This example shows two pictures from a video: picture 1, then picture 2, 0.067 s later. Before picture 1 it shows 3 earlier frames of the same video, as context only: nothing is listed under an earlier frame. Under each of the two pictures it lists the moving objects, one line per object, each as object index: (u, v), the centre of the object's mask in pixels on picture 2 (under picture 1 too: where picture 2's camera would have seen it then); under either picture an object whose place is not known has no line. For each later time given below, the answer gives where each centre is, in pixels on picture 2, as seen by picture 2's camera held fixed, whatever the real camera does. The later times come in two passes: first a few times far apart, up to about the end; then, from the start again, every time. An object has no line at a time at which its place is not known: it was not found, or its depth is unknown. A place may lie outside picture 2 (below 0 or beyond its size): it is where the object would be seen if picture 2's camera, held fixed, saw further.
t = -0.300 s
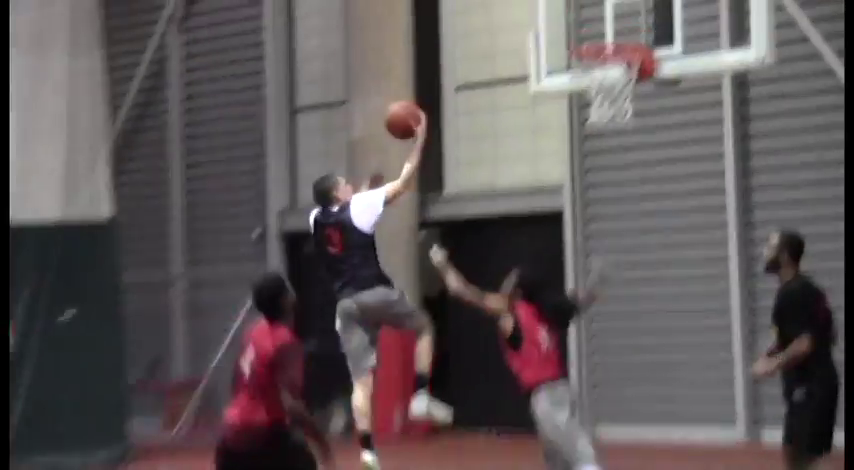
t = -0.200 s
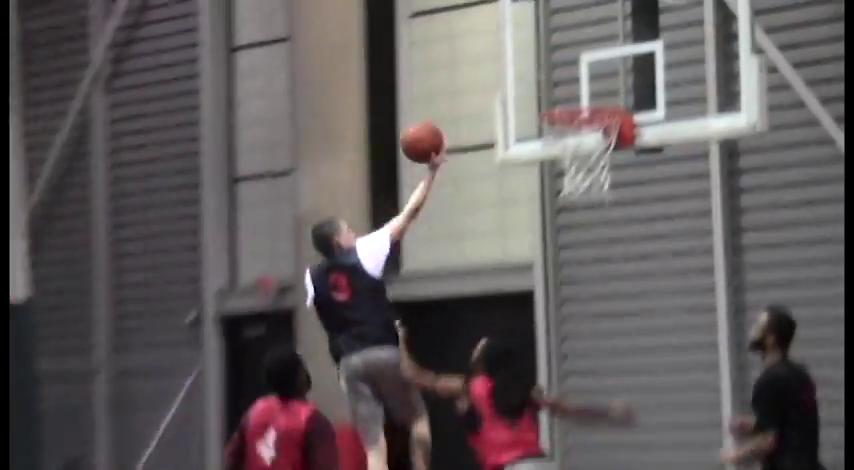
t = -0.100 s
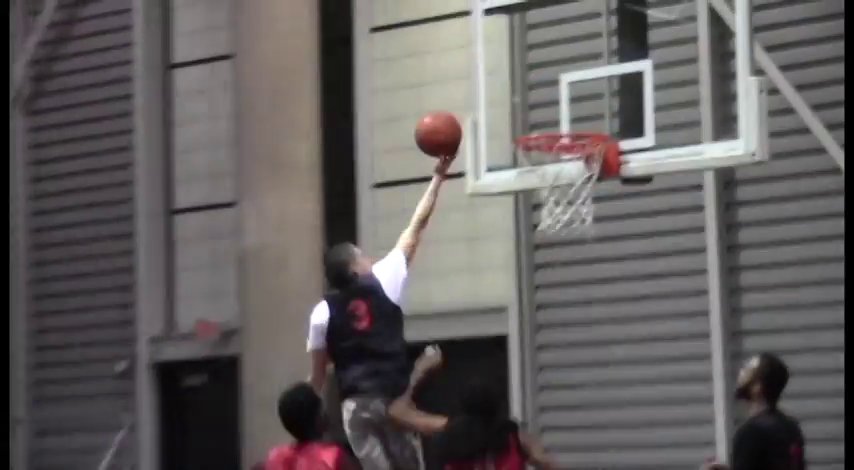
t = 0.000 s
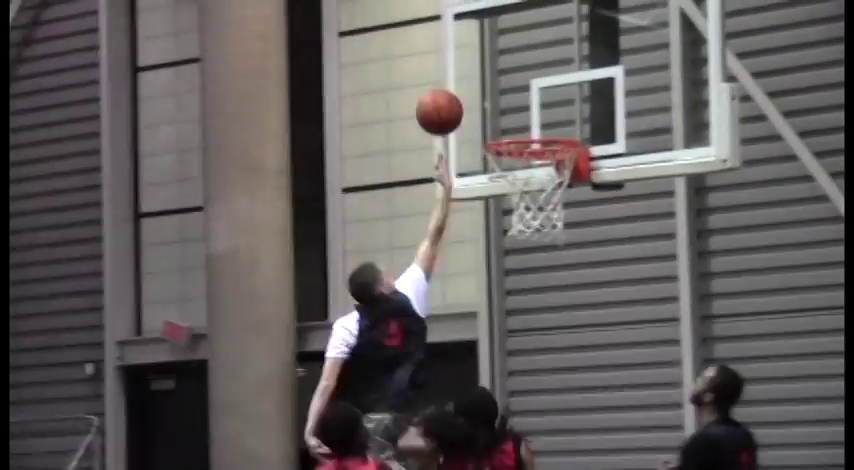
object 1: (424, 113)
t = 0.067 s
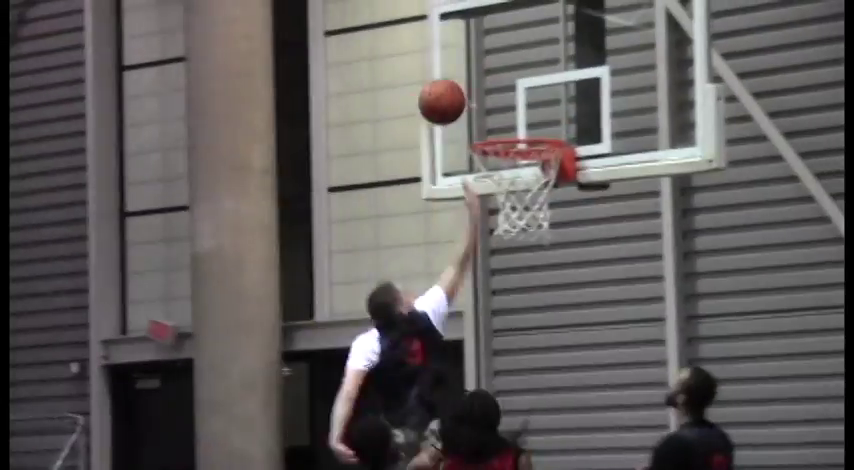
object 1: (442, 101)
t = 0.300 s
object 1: (502, 132)
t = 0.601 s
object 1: (561, 266)
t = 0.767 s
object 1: (583, 390)
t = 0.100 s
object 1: (450, 99)
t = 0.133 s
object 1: (459, 99)
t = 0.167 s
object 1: (468, 102)
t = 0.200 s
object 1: (476, 106)
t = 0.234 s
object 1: (484, 113)
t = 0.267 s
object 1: (494, 120)
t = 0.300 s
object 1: (502, 132)
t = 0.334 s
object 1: (510, 144)
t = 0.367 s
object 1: (518, 160)
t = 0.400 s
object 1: (529, 174)
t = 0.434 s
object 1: (536, 193)
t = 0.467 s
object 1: (544, 210)
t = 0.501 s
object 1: (547, 220)
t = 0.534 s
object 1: (553, 236)
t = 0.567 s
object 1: (555, 249)
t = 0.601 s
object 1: (561, 266)
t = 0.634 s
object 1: (564, 287)
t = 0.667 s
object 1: (568, 310)
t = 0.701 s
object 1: (570, 334)
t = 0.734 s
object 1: (575, 360)
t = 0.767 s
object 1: (583, 390)
